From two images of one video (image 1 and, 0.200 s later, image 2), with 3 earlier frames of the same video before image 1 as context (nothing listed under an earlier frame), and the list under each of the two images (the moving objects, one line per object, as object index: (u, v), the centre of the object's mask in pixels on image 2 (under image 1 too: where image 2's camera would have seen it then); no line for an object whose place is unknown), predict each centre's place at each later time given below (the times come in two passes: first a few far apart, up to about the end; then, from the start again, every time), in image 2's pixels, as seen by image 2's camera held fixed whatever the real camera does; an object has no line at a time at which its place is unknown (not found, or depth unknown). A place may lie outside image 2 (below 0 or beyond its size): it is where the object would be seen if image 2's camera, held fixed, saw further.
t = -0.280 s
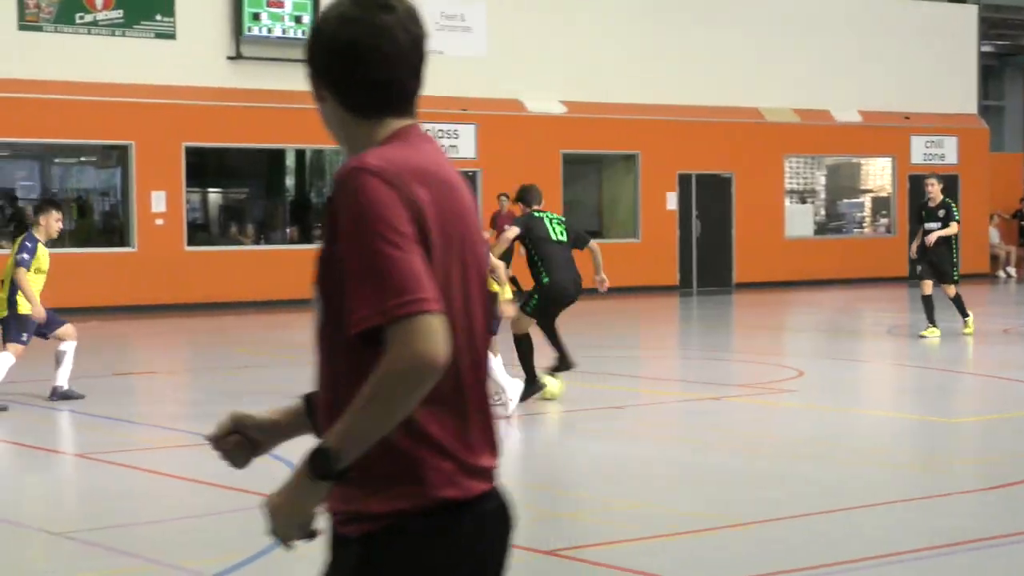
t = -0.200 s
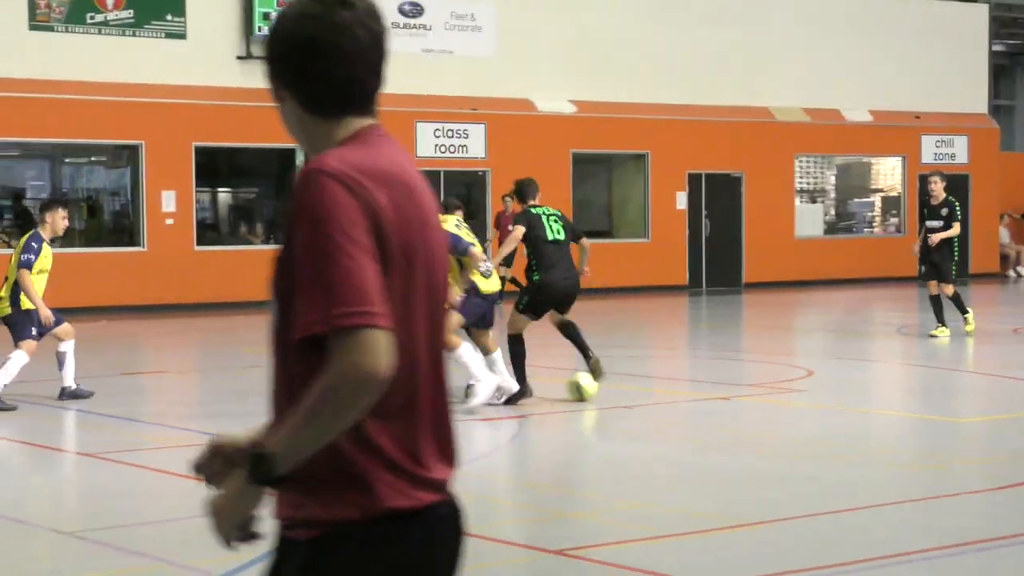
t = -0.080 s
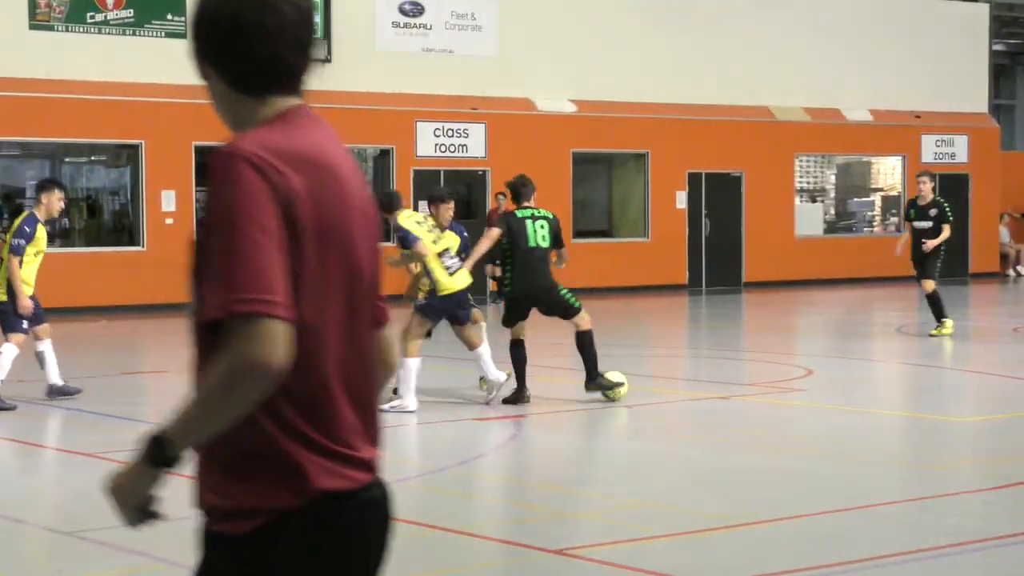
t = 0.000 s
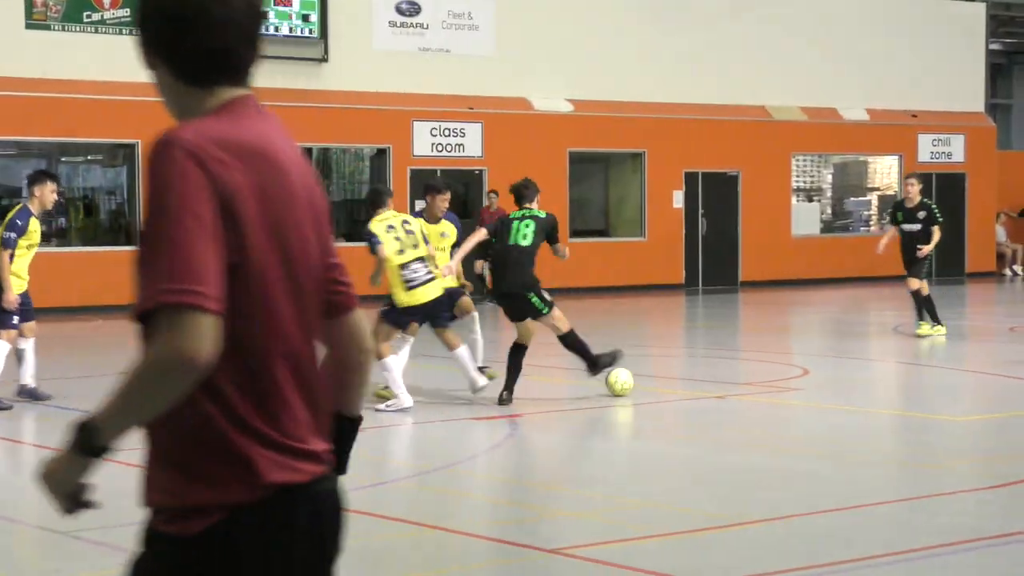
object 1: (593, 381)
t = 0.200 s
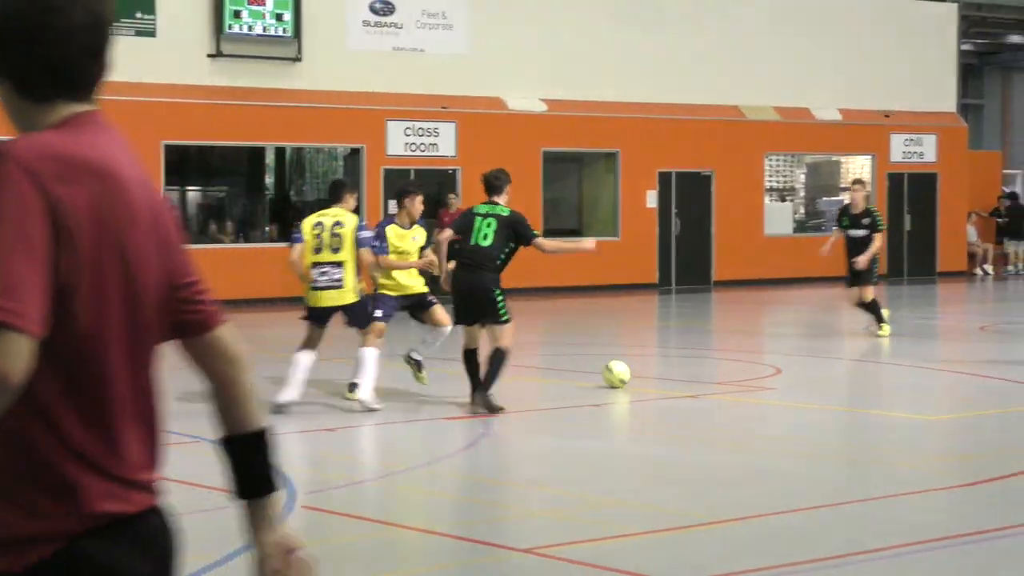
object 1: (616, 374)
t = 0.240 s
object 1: (621, 373)
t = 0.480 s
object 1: (650, 367)
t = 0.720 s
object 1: (678, 362)
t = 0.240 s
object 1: (621, 373)
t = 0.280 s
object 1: (626, 372)
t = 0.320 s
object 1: (631, 371)
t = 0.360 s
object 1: (636, 370)
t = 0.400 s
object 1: (641, 369)
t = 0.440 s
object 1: (645, 368)
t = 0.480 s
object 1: (650, 367)
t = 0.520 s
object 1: (655, 366)
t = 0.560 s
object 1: (659, 365)
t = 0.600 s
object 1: (664, 365)
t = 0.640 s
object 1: (668, 364)
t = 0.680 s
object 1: (673, 363)
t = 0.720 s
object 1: (678, 362)
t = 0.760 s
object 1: (682, 362)
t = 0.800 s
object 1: (686, 361)
